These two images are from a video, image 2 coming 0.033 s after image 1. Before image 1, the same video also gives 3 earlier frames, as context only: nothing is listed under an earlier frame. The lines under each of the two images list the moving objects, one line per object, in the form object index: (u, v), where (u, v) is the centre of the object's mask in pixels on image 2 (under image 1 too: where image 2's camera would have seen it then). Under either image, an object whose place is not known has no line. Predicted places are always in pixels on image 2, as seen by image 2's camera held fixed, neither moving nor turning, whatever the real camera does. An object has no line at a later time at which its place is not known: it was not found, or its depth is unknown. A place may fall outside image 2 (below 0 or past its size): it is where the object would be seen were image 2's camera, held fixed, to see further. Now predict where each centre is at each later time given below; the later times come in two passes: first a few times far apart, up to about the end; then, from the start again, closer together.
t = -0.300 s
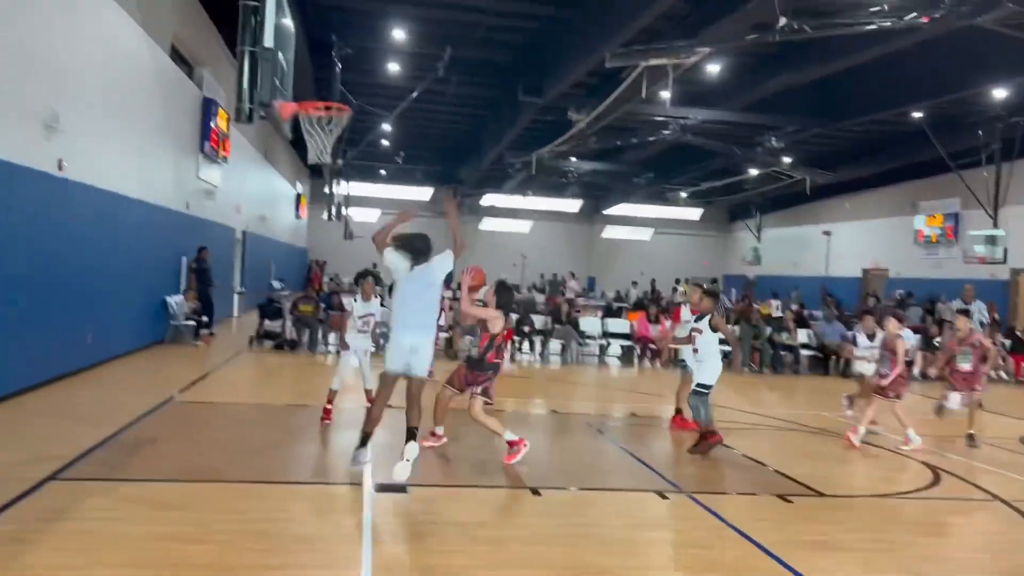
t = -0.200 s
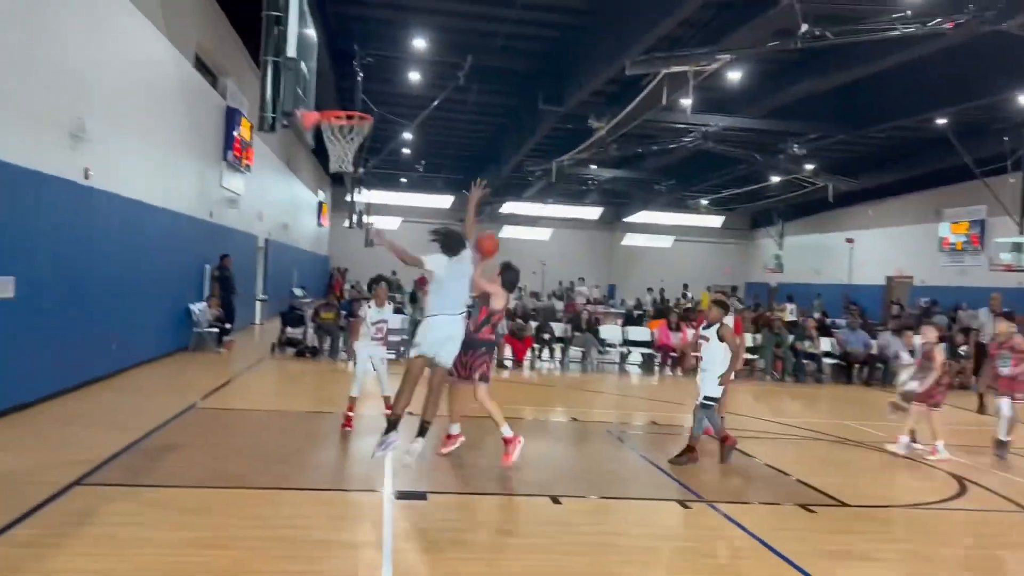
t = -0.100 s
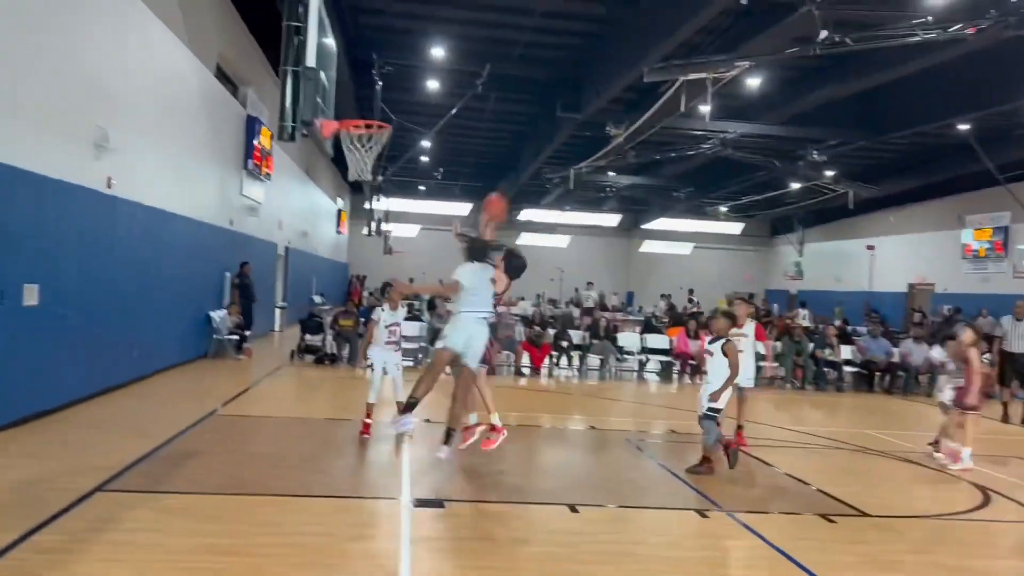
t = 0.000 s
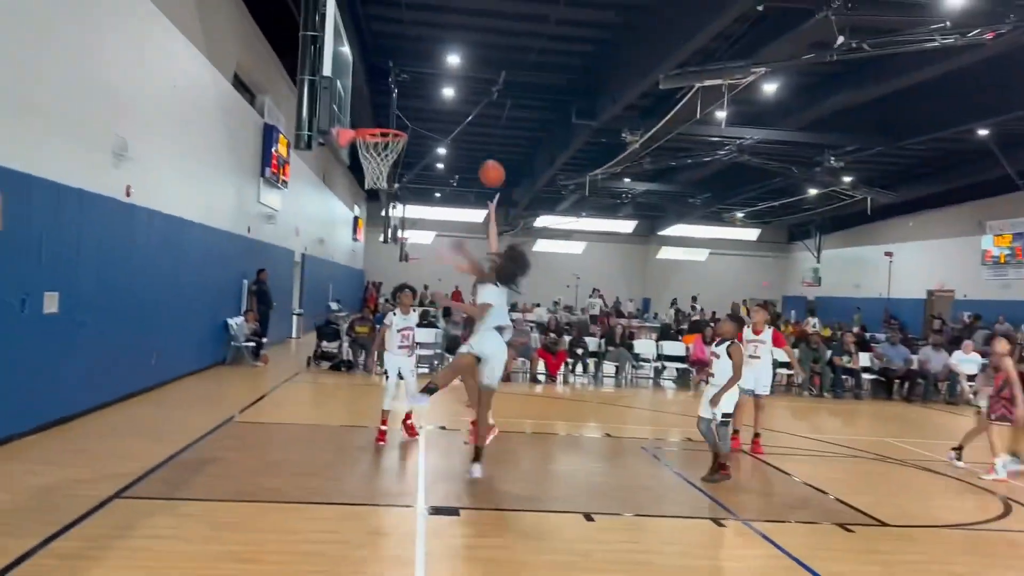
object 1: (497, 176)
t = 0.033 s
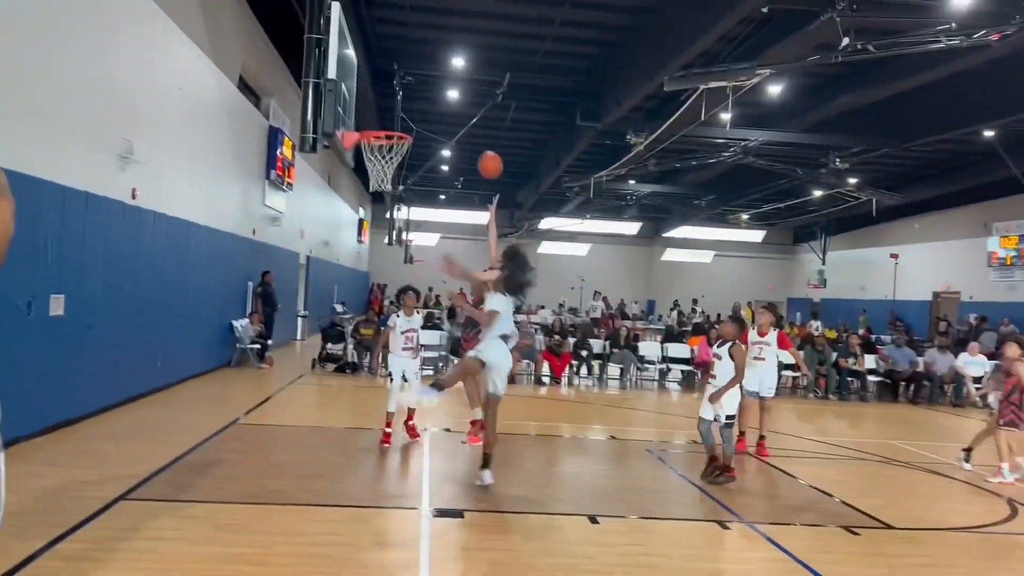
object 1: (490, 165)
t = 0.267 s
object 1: (443, 121)
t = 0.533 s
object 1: (387, 138)
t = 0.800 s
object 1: (359, 184)
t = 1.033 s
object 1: (340, 257)
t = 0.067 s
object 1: (483, 155)
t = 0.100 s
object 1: (477, 147)
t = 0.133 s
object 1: (470, 139)
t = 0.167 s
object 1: (464, 133)
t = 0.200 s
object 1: (457, 128)
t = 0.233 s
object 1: (450, 124)
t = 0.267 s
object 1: (443, 121)
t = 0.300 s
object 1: (436, 119)
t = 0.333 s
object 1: (430, 118)
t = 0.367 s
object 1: (423, 119)
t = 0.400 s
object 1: (416, 120)
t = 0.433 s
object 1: (409, 123)
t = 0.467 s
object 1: (403, 125)
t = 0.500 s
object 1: (396, 127)
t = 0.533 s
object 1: (387, 138)
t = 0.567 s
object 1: (382, 148)
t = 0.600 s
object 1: (375, 152)
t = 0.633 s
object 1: (369, 160)
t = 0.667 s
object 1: (367, 165)
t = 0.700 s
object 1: (363, 169)
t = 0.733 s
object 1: (363, 178)
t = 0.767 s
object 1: (361, 179)
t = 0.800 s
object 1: (359, 184)
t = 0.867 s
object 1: (356, 197)
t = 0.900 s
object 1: (353, 207)
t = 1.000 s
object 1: (343, 243)
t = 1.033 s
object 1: (340, 257)
